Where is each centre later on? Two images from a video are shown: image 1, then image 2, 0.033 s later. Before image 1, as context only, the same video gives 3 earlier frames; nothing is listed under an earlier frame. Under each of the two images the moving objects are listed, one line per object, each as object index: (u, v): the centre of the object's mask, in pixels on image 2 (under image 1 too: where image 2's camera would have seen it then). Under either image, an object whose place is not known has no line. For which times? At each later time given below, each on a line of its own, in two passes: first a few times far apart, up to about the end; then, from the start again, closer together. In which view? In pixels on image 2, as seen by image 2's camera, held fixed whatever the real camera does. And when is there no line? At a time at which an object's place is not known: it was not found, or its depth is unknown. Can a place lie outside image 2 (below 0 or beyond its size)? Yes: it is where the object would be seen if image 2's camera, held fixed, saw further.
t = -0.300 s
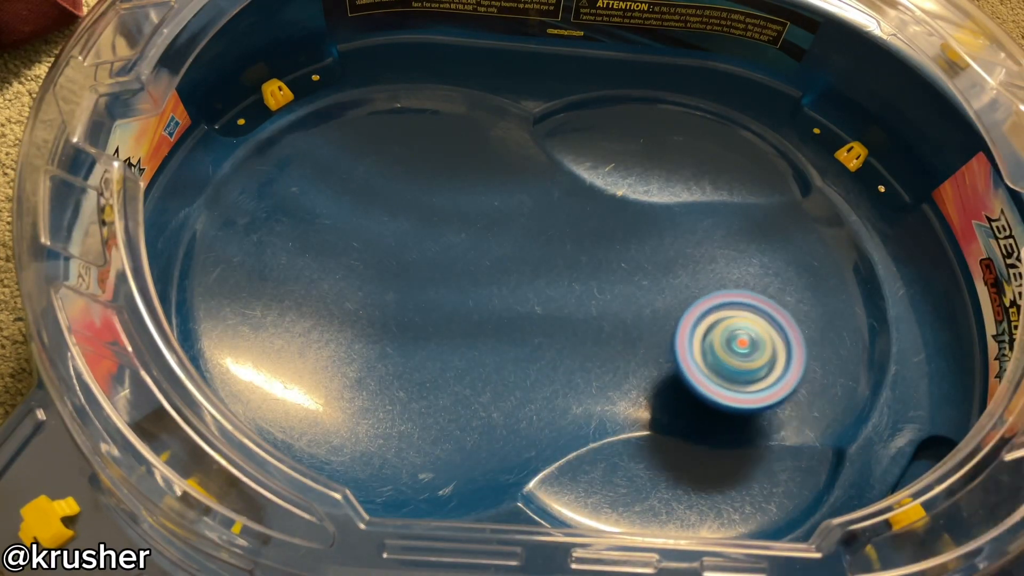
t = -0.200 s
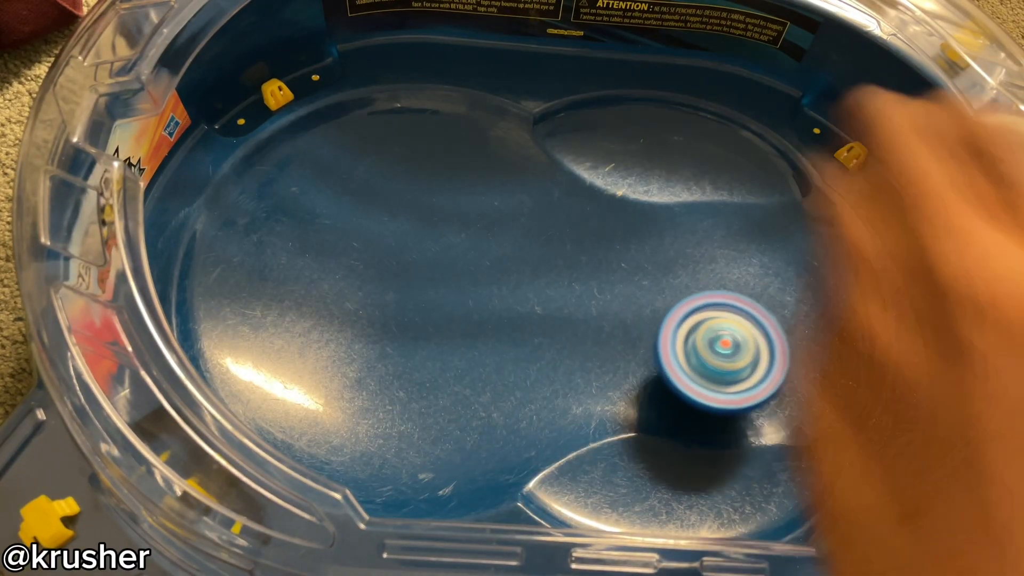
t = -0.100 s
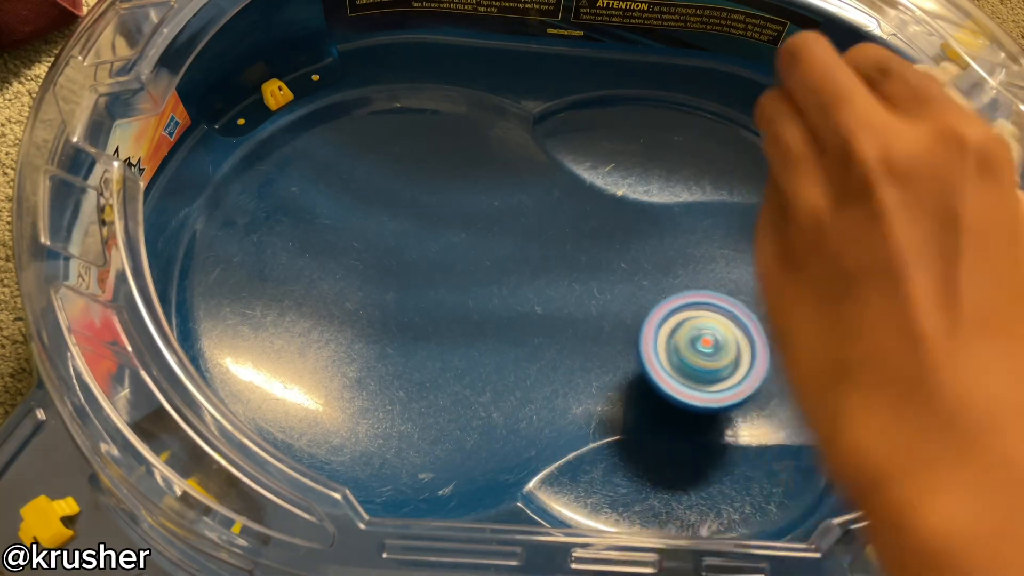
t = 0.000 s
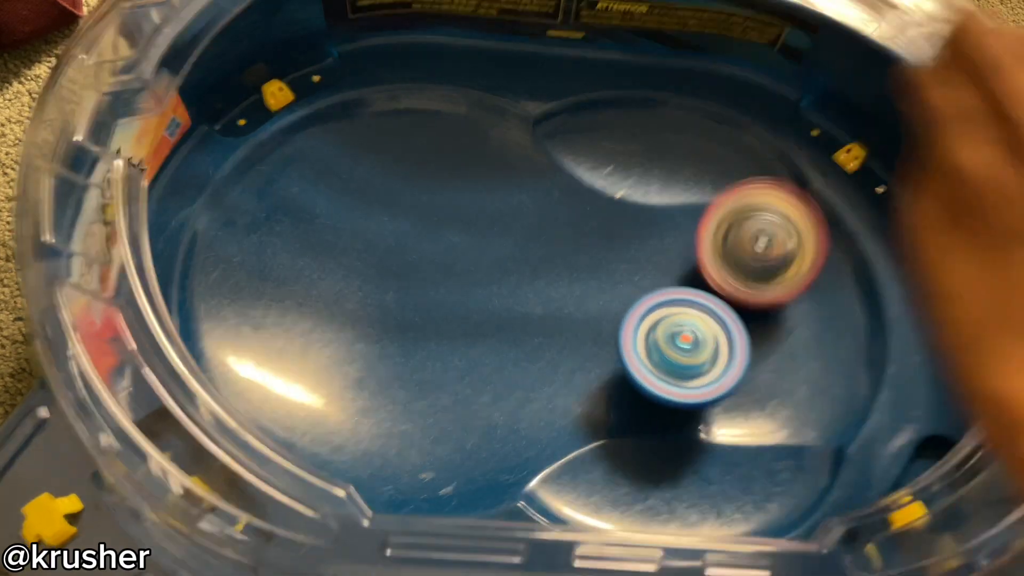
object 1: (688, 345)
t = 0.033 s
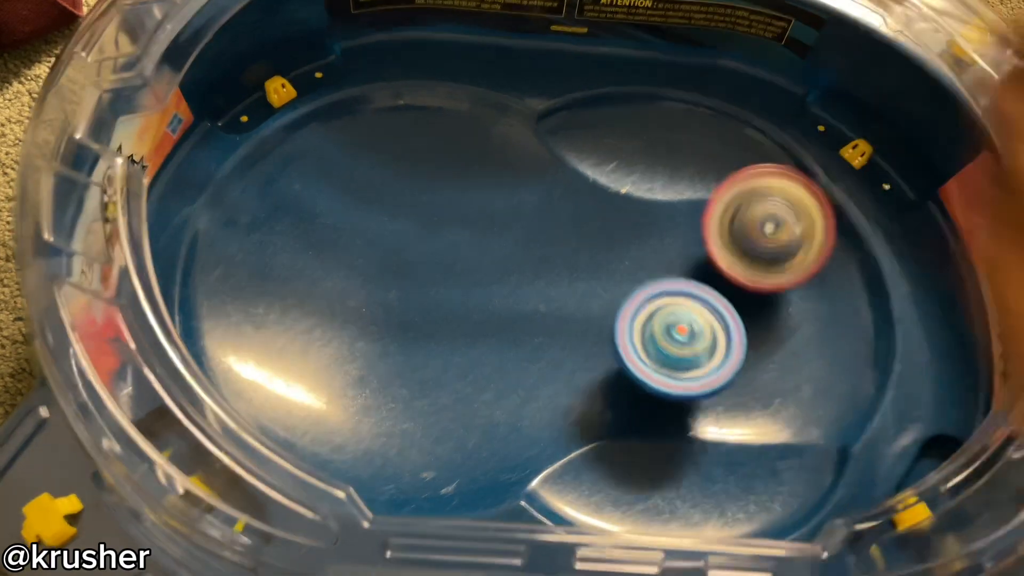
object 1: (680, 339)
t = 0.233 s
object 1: (614, 314)
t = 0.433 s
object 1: (502, 280)
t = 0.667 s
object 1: (367, 257)
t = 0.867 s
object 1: (349, 332)
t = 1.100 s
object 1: (432, 337)
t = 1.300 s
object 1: (265, 392)
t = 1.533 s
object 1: (408, 424)
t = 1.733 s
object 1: (728, 395)
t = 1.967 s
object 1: (868, 262)
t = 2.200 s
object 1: (692, 207)
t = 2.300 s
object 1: (632, 254)
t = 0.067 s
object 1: (676, 331)
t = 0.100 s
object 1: (663, 335)
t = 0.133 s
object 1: (652, 331)
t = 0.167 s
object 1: (640, 326)
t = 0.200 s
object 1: (627, 320)
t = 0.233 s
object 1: (614, 314)
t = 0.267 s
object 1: (600, 308)
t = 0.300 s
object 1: (582, 302)
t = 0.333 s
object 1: (564, 297)
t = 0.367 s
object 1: (544, 291)
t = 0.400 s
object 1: (523, 285)
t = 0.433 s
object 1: (502, 280)
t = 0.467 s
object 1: (482, 274)
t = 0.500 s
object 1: (462, 268)
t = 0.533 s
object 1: (443, 262)
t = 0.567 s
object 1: (423, 257)
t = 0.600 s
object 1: (403, 255)
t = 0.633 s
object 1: (384, 254)
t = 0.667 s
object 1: (367, 257)
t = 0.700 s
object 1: (354, 262)
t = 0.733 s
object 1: (344, 271)
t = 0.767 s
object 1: (339, 283)
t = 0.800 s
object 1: (338, 299)
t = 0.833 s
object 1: (341, 316)
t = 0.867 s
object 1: (349, 332)
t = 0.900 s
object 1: (360, 345)
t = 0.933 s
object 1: (372, 354)
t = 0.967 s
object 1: (388, 359)
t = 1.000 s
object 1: (401, 358)
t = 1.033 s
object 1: (414, 354)
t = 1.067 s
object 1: (424, 347)
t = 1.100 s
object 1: (432, 337)
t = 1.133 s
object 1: (436, 325)
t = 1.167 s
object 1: (437, 312)
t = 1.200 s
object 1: (435, 299)
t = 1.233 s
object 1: (429, 287)
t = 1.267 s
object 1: (368, 331)
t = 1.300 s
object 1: (265, 392)
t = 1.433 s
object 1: (302, 380)
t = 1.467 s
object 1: (339, 390)
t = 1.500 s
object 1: (377, 404)
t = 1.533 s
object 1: (408, 424)
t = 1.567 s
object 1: (434, 404)
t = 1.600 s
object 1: (461, 379)
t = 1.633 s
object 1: (526, 380)
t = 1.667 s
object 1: (596, 393)
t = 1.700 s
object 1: (666, 400)
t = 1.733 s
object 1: (728, 395)
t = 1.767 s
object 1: (784, 391)
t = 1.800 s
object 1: (829, 380)
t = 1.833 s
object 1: (863, 364)
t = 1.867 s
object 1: (884, 344)
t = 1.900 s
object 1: (891, 318)
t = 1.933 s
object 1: (883, 290)
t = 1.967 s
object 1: (868, 262)
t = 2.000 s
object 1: (848, 237)
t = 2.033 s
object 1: (824, 218)
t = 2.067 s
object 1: (798, 205)
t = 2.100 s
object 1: (769, 195)
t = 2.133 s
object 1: (741, 191)
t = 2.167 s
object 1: (715, 196)
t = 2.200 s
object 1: (692, 207)
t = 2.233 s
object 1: (672, 220)
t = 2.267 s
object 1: (652, 235)
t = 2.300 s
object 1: (632, 254)
